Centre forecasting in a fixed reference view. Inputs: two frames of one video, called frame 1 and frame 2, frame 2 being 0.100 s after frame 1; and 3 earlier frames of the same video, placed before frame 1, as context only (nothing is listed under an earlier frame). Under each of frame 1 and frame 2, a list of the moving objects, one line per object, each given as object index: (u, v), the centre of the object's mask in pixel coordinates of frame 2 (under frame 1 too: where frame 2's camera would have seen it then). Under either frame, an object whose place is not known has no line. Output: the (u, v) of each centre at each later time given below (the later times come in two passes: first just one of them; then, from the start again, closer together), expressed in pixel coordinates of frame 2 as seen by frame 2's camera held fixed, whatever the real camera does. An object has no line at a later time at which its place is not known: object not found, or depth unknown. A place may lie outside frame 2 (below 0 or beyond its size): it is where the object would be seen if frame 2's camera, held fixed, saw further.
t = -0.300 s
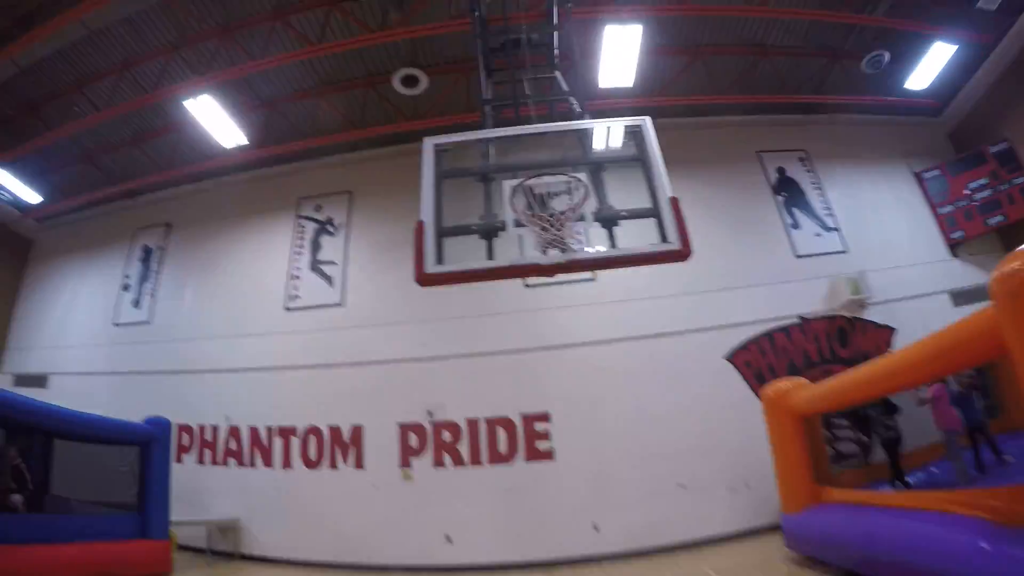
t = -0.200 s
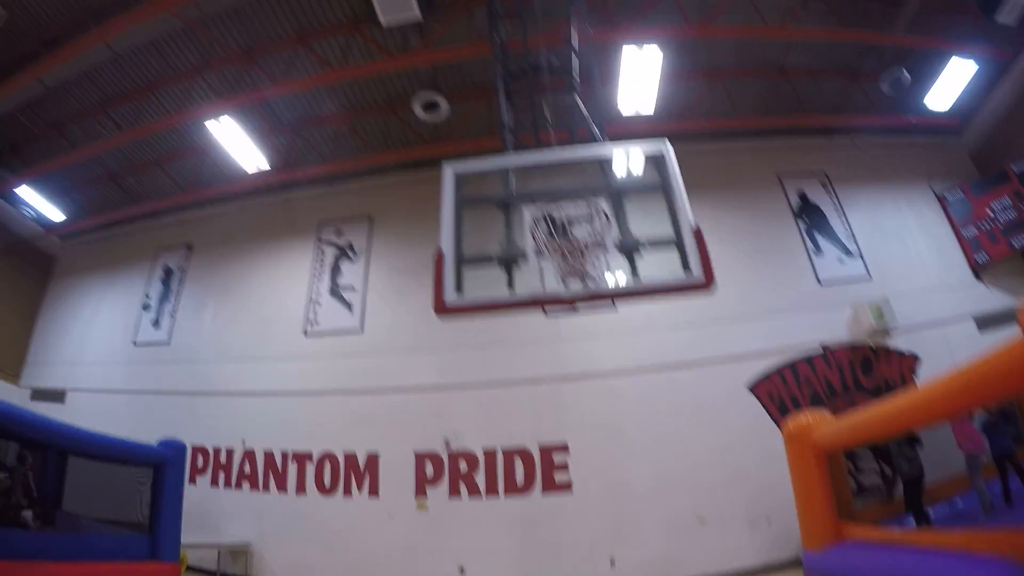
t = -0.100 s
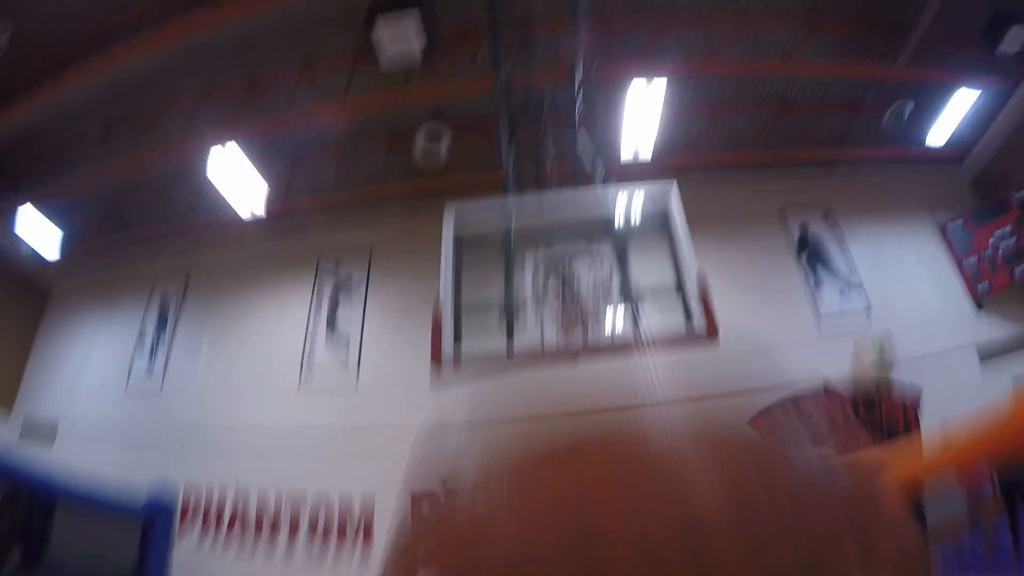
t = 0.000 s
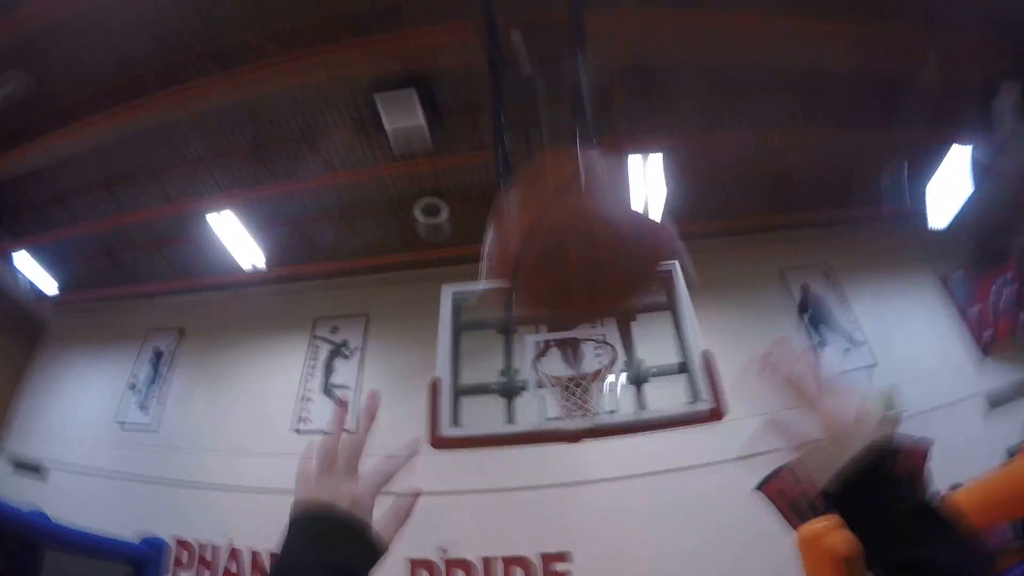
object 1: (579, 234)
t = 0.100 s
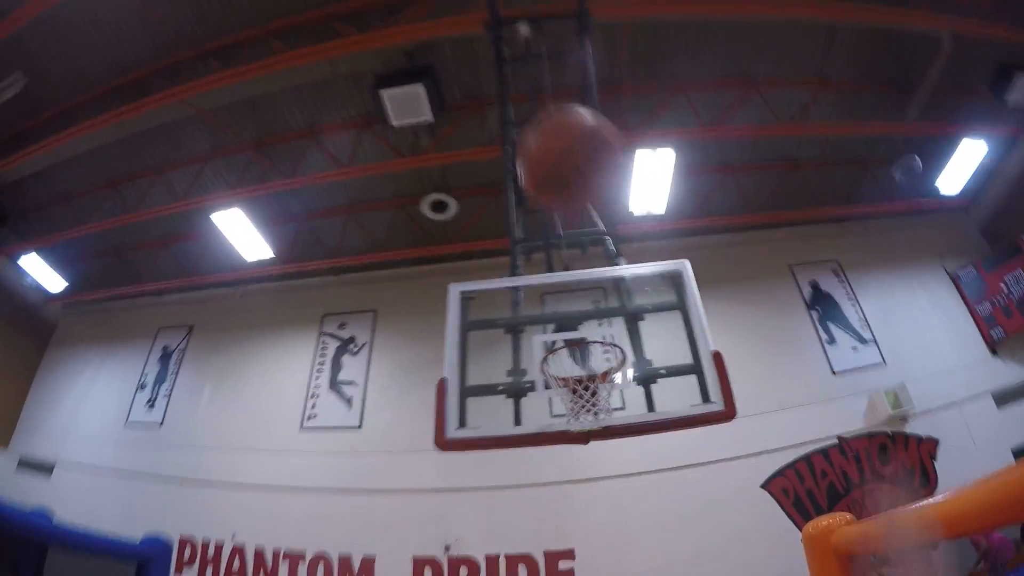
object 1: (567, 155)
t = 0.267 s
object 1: (559, 119)
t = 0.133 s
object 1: (565, 147)
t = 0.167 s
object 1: (560, 139)
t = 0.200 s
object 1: (560, 130)
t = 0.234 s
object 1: (560, 125)
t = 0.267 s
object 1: (559, 119)
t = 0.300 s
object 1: (558, 115)
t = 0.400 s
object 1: (556, 107)
